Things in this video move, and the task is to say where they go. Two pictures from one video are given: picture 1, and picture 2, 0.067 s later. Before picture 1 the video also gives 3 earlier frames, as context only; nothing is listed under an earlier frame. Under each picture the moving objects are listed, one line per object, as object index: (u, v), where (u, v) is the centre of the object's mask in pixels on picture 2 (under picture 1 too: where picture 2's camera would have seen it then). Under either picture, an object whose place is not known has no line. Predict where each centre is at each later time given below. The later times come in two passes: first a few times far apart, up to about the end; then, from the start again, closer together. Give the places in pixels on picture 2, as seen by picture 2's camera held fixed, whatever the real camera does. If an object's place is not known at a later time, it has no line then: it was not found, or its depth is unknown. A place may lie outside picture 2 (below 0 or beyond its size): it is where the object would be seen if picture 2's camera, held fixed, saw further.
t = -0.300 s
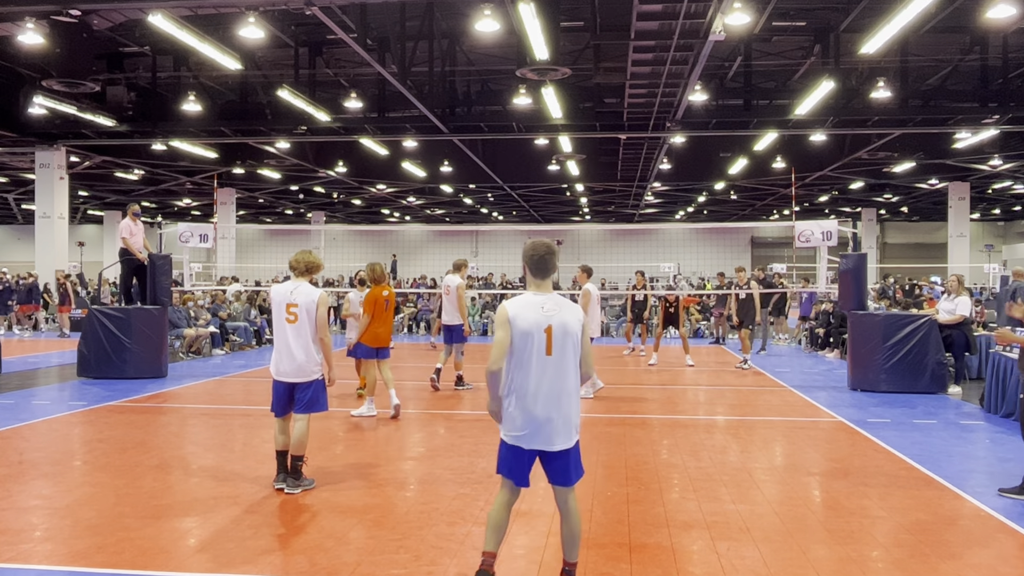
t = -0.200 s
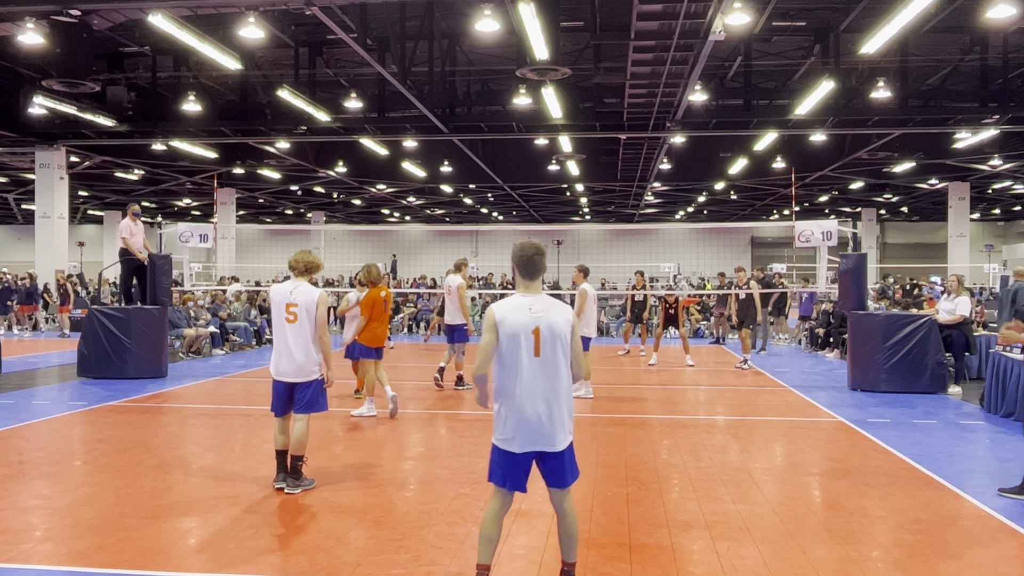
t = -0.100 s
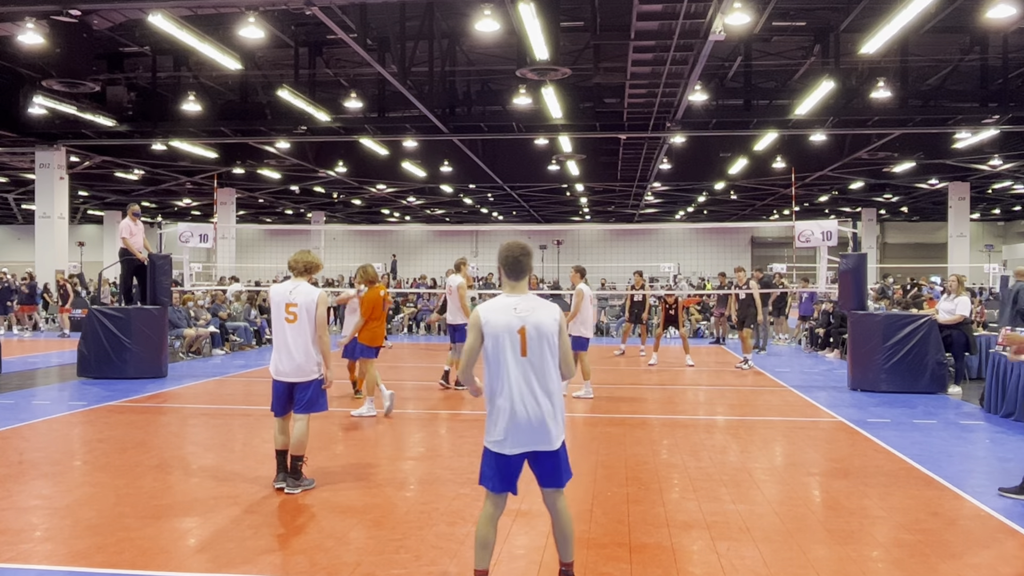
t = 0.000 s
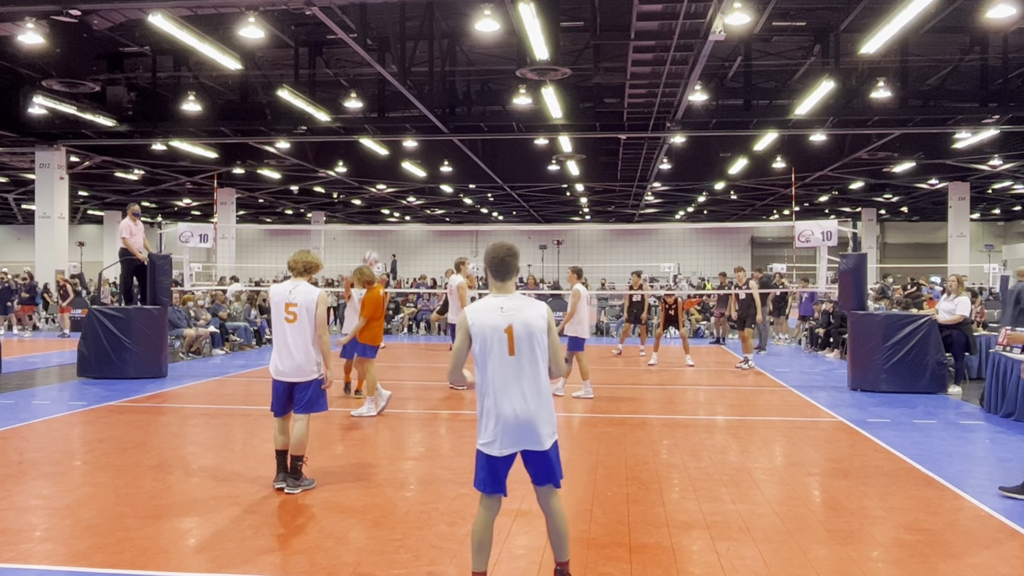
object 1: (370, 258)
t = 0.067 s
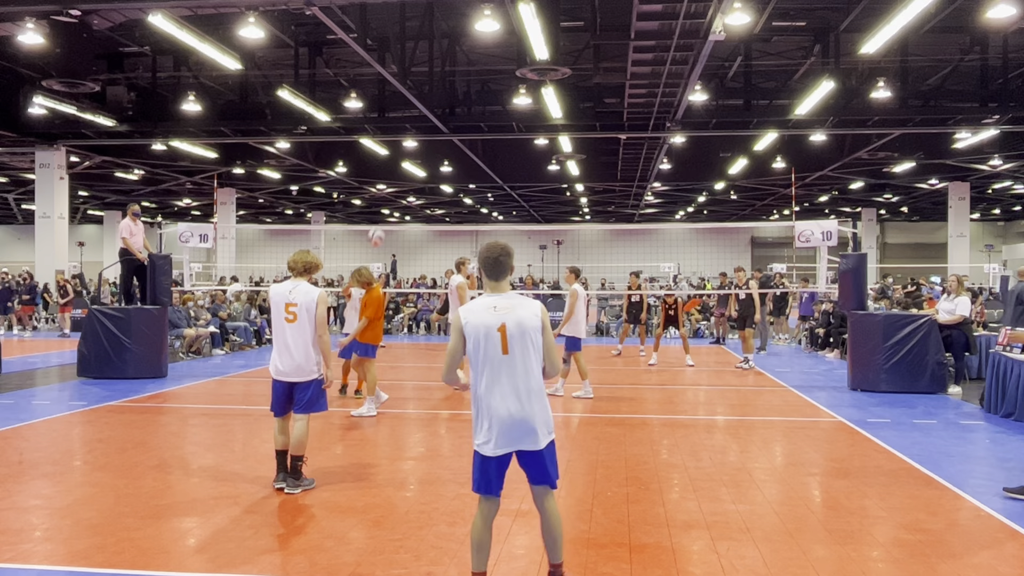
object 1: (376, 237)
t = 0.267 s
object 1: (393, 179)
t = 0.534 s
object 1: (418, 140)
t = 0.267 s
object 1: (393, 179)
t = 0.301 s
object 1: (396, 171)
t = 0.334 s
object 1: (399, 164)
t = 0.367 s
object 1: (402, 157)
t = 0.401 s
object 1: (406, 151)
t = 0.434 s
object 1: (408, 147)
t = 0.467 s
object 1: (411, 143)
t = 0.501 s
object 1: (415, 141)
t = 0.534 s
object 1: (418, 140)
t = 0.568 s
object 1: (422, 140)
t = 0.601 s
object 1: (426, 141)
